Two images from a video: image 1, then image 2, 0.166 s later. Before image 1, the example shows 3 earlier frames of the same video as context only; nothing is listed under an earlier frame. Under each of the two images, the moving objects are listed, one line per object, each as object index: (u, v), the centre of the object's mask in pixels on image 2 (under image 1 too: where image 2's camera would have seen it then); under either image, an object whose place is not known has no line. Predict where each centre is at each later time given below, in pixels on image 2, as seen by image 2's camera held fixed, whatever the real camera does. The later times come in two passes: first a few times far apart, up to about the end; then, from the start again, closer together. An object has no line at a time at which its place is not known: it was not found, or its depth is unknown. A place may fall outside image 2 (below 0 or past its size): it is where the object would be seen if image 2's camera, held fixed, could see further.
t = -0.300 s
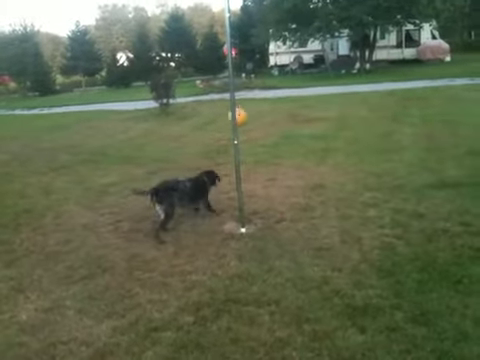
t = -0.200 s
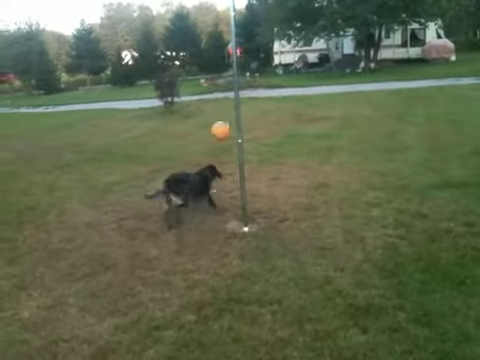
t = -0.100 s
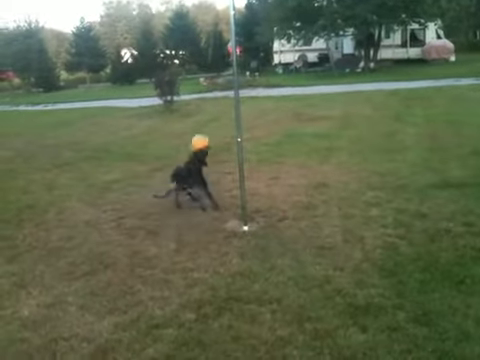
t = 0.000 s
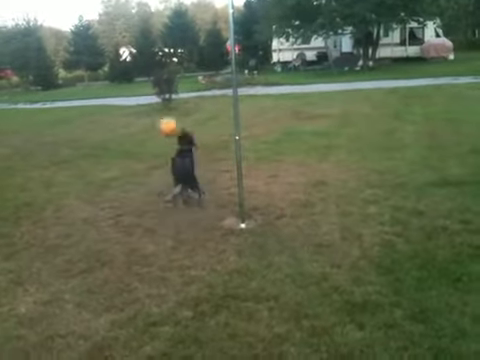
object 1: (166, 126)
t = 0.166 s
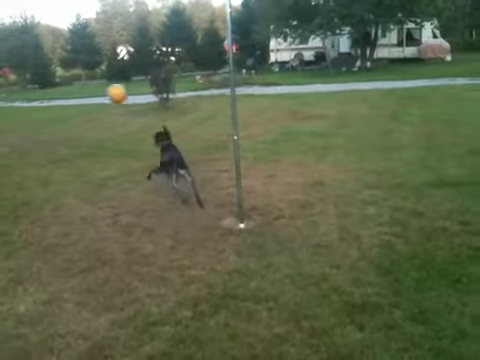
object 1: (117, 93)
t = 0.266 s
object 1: (95, 74)
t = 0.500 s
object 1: (56, 48)
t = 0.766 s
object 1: (40, 65)
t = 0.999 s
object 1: (56, 117)
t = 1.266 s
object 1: (143, 183)
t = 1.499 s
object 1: (271, 193)
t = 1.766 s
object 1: (405, 138)
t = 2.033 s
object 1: (462, 80)
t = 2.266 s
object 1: (460, 67)
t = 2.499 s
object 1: (419, 72)
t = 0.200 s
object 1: (109, 86)
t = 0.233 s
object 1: (102, 80)
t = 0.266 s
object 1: (95, 74)
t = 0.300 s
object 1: (89, 69)
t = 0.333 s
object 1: (82, 63)
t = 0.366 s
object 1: (76, 59)
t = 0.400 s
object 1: (70, 55)
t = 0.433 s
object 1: (65, 52)
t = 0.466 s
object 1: (61, 50)
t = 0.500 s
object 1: (56, 48)
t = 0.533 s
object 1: (53, 47)
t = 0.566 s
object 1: (49, 47)
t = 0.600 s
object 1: (46, 48)
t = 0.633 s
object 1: (44, 51)
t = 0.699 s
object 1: (40, 58)
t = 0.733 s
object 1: (40, 61)
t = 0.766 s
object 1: (40, 65)
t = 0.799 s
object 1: (40, 71)
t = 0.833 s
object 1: (40, 77)
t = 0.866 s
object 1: (41, 83)
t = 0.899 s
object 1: (43, 92)
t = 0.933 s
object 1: (46, 100)
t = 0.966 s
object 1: (49, 109)
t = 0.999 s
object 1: (56, 117)
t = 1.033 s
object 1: (64, 125)
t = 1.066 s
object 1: (72, 134)
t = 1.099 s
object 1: (81, 143)
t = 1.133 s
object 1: (91, 151)
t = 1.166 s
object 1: (102, 160)
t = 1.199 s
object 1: (113, 169)
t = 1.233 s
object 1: (128, 177)
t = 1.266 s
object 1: (143, 183)
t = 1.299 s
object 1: (159, 188)
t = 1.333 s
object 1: (177, 192)
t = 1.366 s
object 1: (195, 196)
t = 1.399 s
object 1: (214, 198)
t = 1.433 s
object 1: (233, 199)
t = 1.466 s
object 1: (252, 196)
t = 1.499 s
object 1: (271, 193)
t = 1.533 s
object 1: (290, 189)
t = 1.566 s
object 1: (309, 185)
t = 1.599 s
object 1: (328, 179)
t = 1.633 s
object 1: (347, 173)
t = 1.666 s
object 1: (364, 165)
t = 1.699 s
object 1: (379, 157)
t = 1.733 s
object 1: (393, 147)
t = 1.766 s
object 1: (405, 138)
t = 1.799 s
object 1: (416, 129)
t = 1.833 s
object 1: (427, 121)
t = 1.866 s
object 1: (436, 113)
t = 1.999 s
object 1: (460, 85)
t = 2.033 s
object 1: (462, 80)
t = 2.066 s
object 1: (463, 76)
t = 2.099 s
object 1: (463, 74)
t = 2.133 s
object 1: (465, 72)
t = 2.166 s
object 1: (466, 71)
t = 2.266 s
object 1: (460, 67)
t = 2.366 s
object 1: (448, 59)
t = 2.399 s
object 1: (441, 58)
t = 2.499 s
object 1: (419, 72)
